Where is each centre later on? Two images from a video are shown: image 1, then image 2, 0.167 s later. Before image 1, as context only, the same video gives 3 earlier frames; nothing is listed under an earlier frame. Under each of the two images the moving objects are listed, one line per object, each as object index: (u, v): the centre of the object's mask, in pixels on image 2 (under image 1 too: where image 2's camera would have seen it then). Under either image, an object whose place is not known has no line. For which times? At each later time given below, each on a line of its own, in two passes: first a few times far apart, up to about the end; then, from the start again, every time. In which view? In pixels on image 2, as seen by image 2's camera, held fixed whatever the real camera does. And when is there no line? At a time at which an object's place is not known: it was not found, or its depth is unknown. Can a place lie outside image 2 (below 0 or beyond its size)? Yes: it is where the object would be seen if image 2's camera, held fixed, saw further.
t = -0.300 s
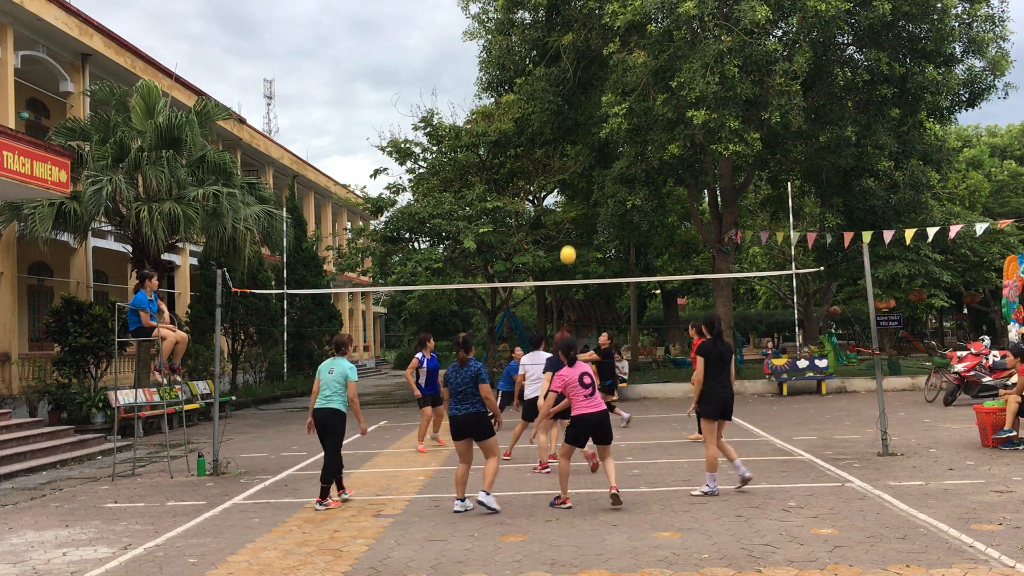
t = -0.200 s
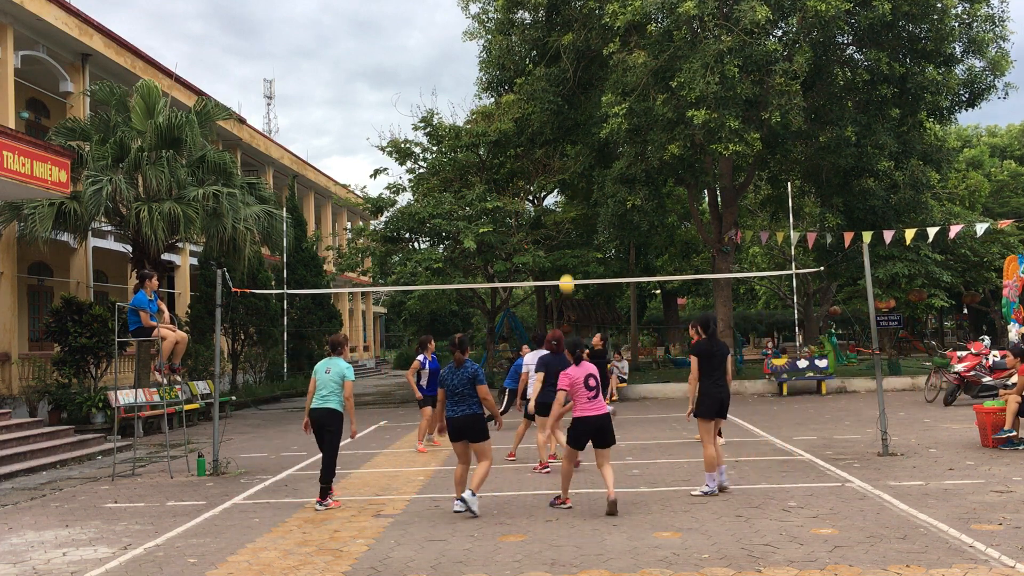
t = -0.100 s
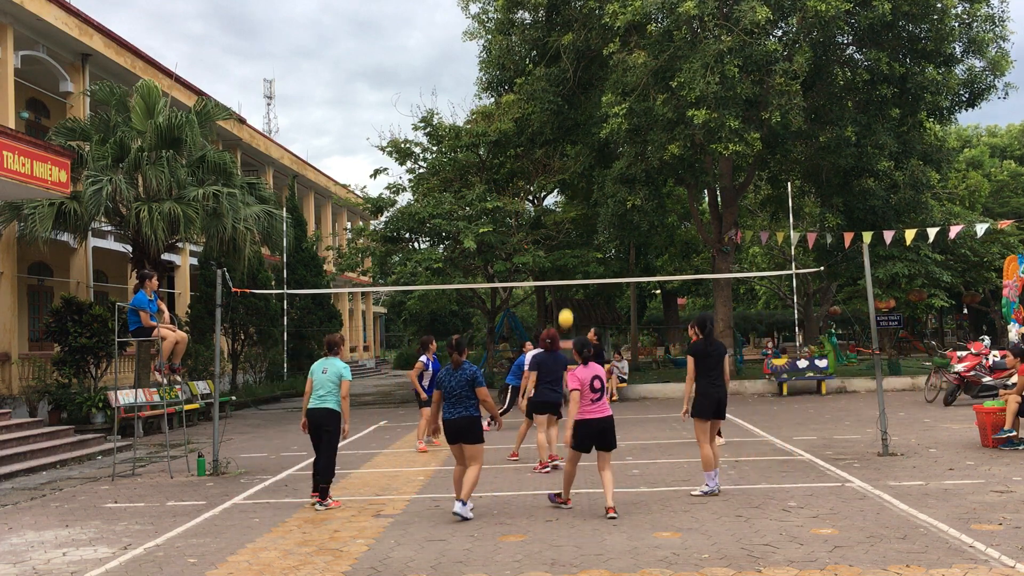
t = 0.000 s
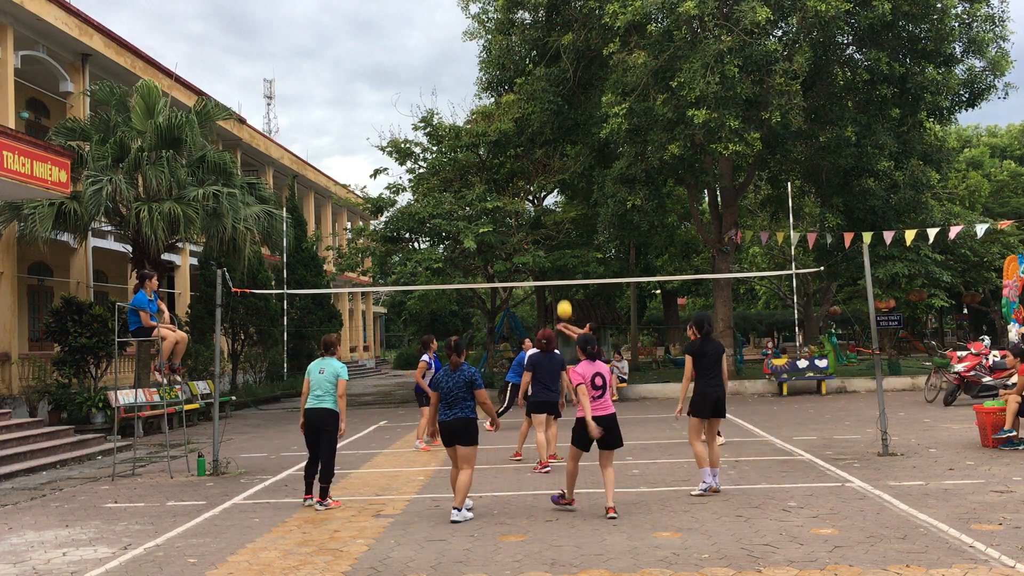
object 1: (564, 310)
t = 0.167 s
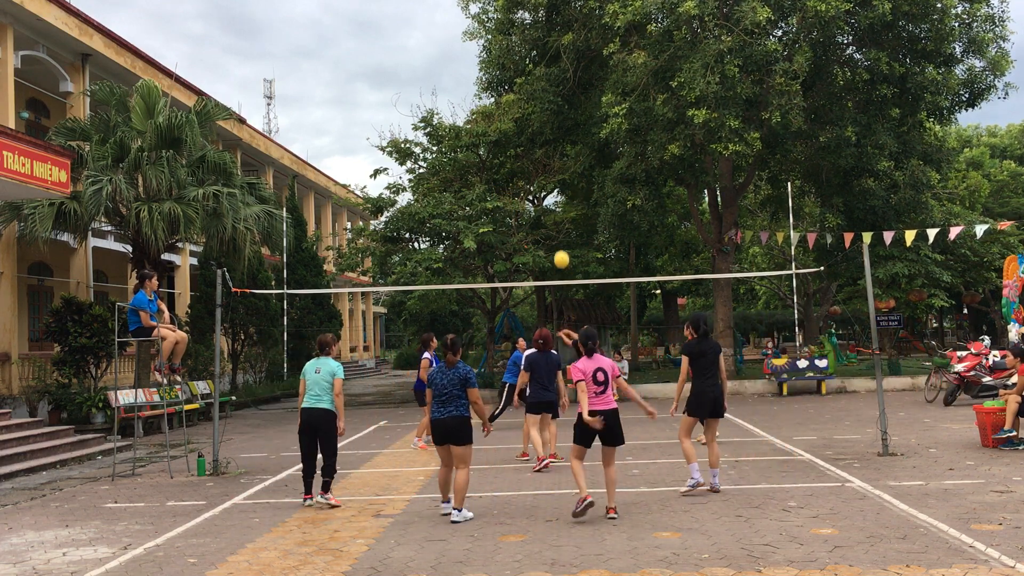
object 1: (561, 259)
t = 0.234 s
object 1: (560, 244)
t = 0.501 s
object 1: (557, 209)
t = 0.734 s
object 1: (555, 216)
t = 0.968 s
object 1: (554, 261)
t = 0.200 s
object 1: (561, 251)
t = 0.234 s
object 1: (560, 244)
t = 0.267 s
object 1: (560, 237)
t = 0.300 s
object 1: (559, 231)
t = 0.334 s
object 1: (559, 225)
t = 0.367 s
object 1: (559, 220)
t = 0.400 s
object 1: (558, 216)
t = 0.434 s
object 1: (558, 213)
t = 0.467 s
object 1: (557, 211)
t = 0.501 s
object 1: (557, 209)
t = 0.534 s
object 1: (557, 208)
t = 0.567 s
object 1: (557, 208)
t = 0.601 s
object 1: (556, 208)
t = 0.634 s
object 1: (556, 208)
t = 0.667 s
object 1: (556, 210)
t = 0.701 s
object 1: (555, 212)
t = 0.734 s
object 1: (555, 216)
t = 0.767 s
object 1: (555, 220)
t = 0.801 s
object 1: (555, 225)
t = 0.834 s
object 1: (555, 231)
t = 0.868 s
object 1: (554, 237)
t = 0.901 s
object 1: (554, 244)
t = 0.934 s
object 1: (554, 252)
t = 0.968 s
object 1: (554, 261)
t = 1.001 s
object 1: (554, 270)
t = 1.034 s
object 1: (554, 281)
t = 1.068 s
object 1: (554, 294)
